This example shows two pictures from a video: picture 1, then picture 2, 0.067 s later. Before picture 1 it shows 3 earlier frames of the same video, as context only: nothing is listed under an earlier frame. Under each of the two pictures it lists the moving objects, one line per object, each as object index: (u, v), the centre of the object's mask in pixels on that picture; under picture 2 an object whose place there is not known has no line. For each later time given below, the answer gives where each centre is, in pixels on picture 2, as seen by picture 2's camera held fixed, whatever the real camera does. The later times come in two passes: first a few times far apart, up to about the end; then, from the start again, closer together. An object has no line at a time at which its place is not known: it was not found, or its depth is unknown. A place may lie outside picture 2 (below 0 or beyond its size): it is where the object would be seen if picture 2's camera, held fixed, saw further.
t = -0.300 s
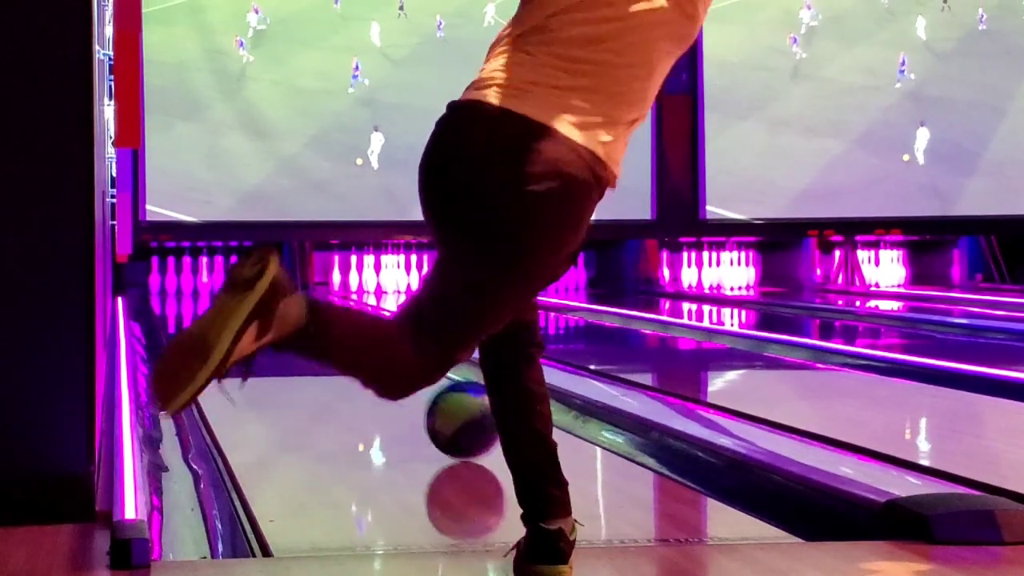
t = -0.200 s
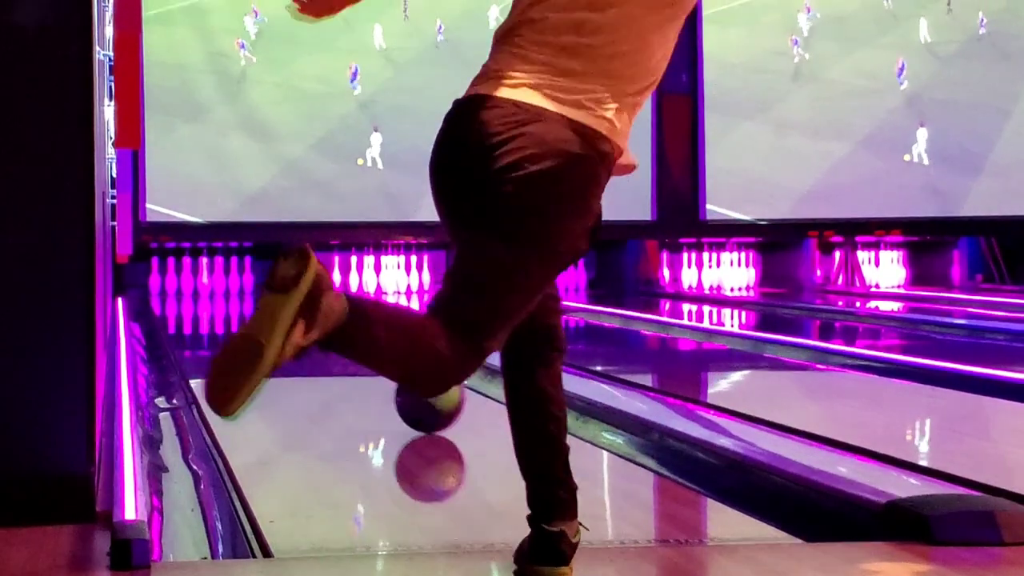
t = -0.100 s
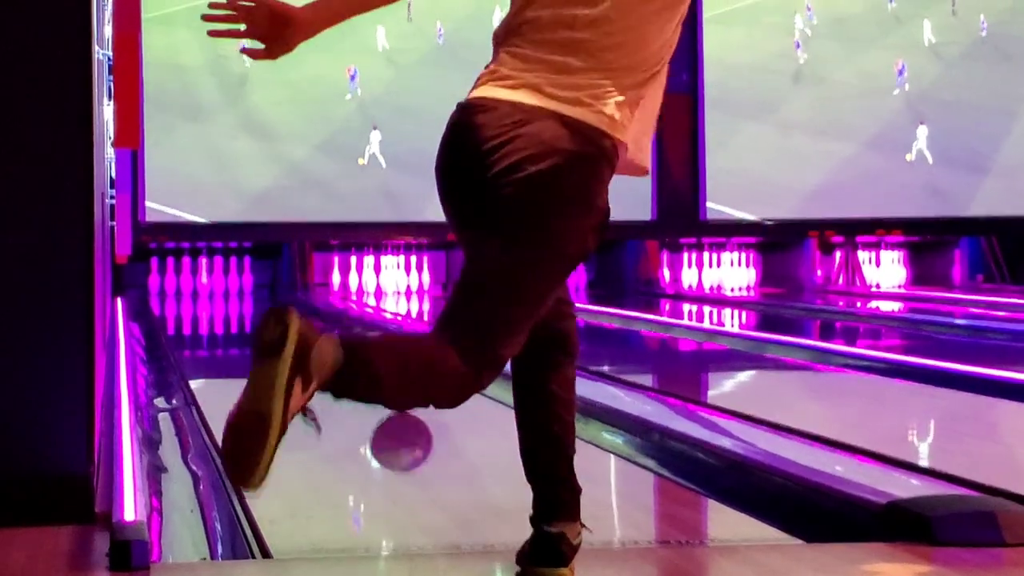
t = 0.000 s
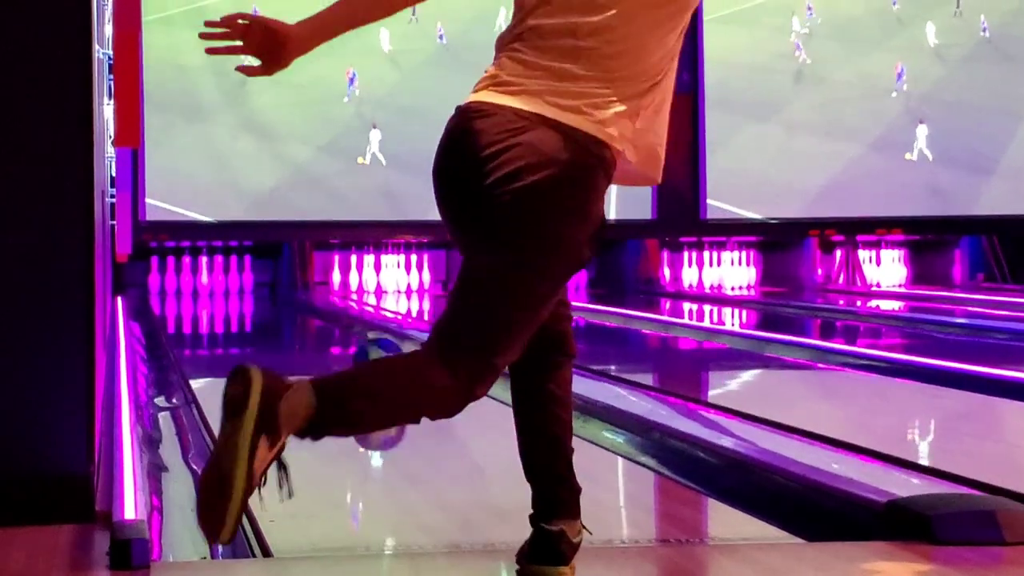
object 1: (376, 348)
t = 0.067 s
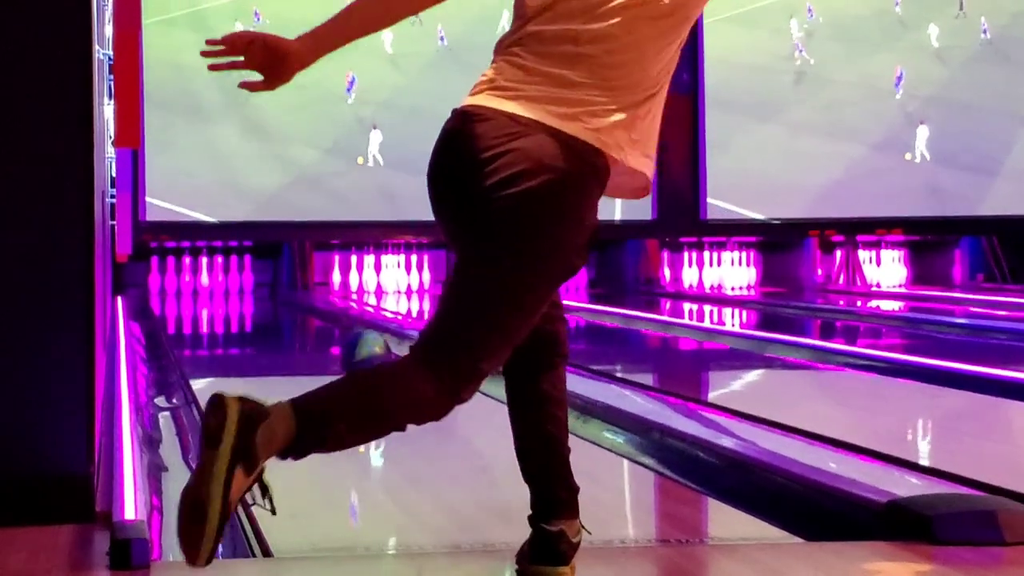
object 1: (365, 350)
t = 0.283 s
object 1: (332, 336)
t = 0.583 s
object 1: (298, 316)
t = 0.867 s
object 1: (273, 305)
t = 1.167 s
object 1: (250, 296)
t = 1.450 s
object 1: (230, 290)
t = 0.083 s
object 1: (361, 350)
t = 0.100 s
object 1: (358, 350)
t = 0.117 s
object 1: (356, 350)
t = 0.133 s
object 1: (354, 349)
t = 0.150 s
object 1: (351, 347)
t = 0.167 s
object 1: (349, 346)
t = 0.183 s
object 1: (347, 344)
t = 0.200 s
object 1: (344, 343)
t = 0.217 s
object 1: (341, 341)
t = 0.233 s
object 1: (338, 340)
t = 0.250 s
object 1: (336, 339)
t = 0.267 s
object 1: (334, 337)
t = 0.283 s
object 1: (332, 336)
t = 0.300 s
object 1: (330, 335)
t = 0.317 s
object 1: (328, 333)
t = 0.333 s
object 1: (325, 332)
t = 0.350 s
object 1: (324, 330)
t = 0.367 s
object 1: (321, 329)
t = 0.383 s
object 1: (319, 329)
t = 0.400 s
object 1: (317, 328)
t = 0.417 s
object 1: (316, 327)
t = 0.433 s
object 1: (315, 325)
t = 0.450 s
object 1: (313, 324)
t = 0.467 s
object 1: (312, 322)
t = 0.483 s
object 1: (311, 320)
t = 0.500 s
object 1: (307, 320)
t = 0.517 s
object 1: (304, 320)
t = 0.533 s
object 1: (303, 319)
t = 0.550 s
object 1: (301, 318)
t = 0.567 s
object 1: (299, 317)
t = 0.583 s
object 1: (298, 316)
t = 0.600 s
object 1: (296, 315)
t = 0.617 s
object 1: (295, 315)
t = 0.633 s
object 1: (293, 313)
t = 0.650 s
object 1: (292, 314)
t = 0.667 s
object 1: (291, 313)
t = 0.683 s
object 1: (290, 312)
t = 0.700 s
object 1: (289, 312)
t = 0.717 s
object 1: (286, 311)
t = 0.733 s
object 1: (284, 310)
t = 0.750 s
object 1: (283, 310)
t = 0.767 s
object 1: (281, 308)
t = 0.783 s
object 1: (280, 307)
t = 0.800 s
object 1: (278, 306)
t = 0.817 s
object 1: (276, 306)
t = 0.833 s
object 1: (276, 306)
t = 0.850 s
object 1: (275, 306)
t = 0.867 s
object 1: (273, 305)
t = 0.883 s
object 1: (272, 305)
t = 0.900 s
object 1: (270, 304)
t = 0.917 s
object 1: (269, 303)
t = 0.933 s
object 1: (267, 302)
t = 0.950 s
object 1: (267, 301)
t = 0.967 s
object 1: (265, 300)
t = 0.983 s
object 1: (264, 301)
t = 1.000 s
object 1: (263, 300)
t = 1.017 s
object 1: (261, 300)
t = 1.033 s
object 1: (260, 299)
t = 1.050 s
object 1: (259, 298)
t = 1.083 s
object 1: (256, 298)
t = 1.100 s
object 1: (254, 297)
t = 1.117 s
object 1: (253, 297)
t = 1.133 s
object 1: (252, 297)
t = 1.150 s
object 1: (250, 296)
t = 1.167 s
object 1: (250, 296)
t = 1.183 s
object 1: (248, 295)
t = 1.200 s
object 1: (246, 295)
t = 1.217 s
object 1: (245, 295)
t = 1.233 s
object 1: (244, 294)
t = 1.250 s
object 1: (242, 294)
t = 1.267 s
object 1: (241, 294)
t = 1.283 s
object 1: (239, 293)
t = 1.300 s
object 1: (239, 293)
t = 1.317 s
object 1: (237, 292)
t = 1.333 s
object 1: (237, 292)
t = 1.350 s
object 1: (236, 292)
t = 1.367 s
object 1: (235, 292)
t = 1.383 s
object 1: (234, 291)
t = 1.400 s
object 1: (232, 291)
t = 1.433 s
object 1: (231, 290)
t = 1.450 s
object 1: (230, 290)
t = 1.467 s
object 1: (228, 289)
